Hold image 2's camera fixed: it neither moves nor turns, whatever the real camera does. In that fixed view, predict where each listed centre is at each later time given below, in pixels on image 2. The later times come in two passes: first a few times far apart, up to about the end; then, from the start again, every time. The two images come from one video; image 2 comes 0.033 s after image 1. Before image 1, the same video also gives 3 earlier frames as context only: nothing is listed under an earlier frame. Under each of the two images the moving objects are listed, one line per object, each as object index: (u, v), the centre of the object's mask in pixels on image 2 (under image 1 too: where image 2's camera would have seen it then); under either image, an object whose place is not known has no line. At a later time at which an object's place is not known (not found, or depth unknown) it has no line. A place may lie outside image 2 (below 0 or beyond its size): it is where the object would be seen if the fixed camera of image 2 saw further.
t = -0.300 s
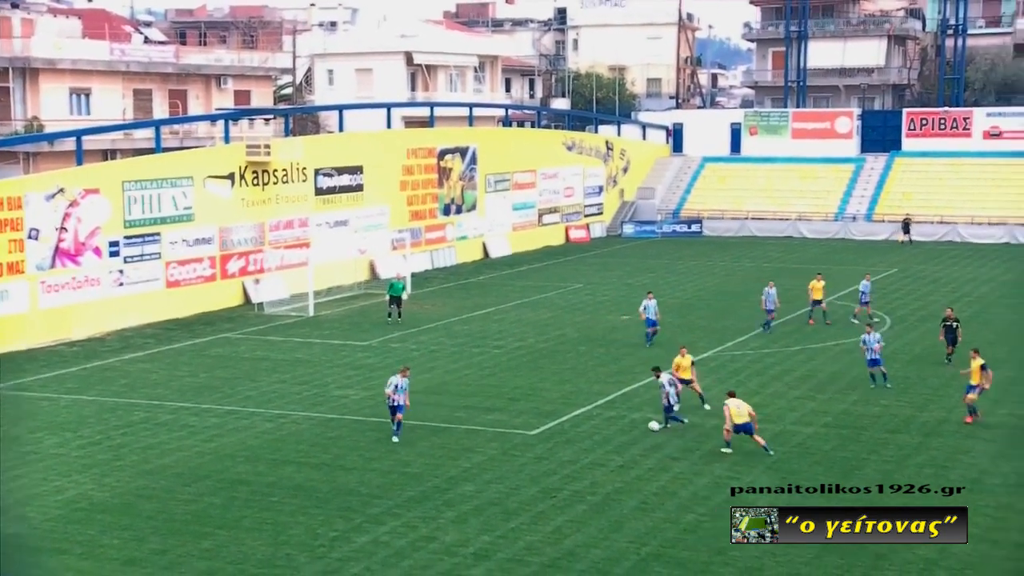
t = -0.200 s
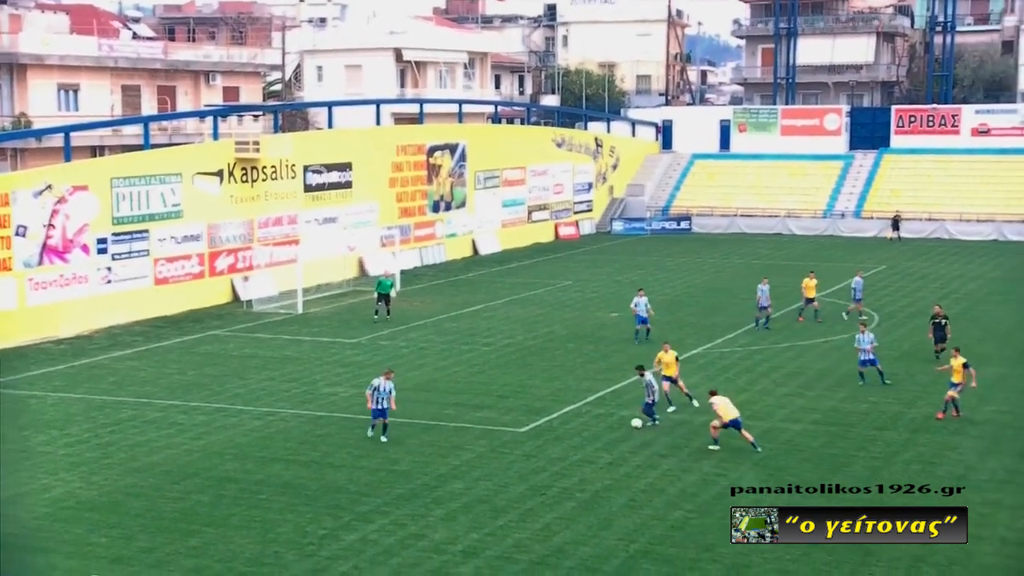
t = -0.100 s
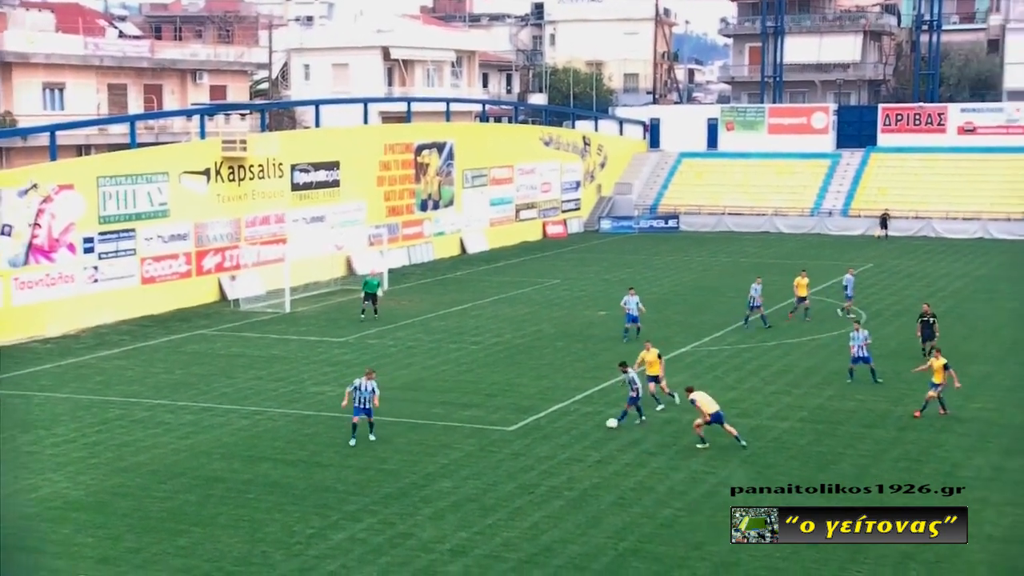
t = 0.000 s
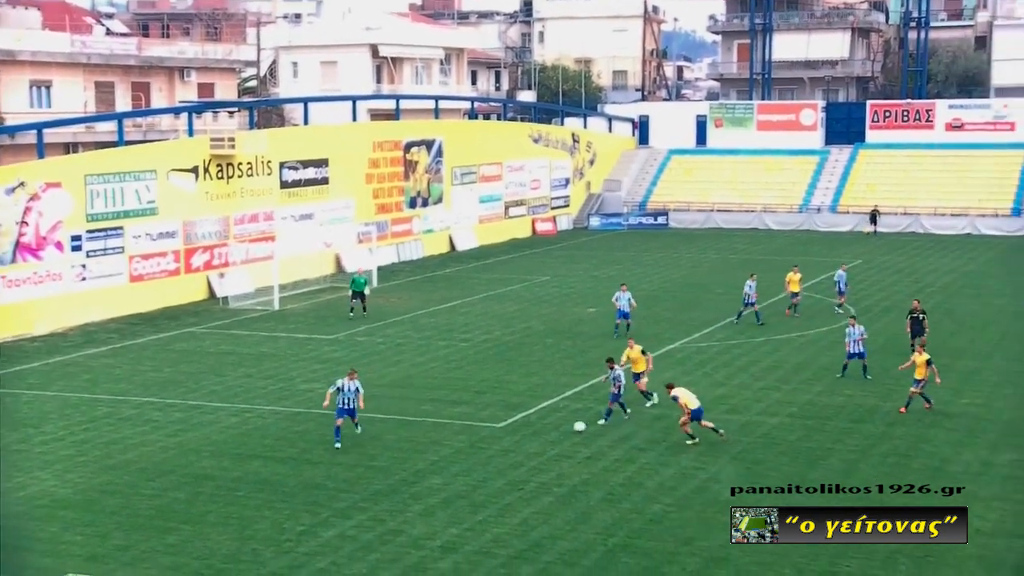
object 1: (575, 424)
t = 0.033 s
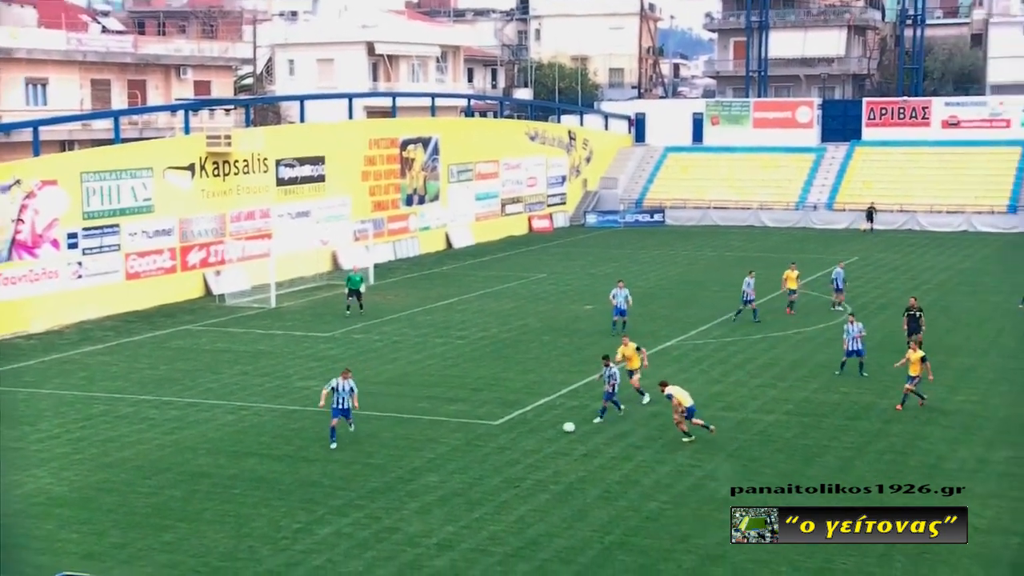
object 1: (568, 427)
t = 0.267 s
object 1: (523, 443)
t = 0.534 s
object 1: (480, 459)
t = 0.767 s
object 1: (447, 470)
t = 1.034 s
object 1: (411, 484)
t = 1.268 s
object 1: (380, 495)
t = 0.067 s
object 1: (561, 431)
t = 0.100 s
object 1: (554, 433)
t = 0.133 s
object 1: (548, 434)
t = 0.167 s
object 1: (541, 435)
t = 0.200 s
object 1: (536, 437)
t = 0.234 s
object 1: (529, 440)
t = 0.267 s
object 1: (523, 443)
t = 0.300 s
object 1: (516, 446)
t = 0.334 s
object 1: (510, 448)
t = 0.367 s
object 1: (506, 449)
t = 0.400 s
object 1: (500, 450)
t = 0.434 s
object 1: (495, 452)
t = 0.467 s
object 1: (490, 454)
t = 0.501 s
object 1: (485, 456)
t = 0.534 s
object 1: (480, 459)
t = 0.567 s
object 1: (475, 459)
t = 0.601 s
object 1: (470, 460)
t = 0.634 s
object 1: (465, 463)
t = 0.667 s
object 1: (460, 464)
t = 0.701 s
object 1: (456, 467)
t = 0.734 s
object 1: (451, 469)
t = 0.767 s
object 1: (447, 470)
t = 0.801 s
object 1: (443, 471)
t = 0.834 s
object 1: (438, 473)
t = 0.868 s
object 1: (433, 475)
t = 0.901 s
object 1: (429, 477)
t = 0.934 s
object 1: (425, 478)
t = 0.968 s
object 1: (420, 480)
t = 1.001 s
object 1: (416, 482)
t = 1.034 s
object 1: (411, 484)
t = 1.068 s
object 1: (407, 485)
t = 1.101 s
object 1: (403, 487)
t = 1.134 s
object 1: (398, 488)
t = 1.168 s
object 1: (394, 490)
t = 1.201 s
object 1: (389, 492)
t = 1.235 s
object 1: (385, 494)
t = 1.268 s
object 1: (380, 495)
